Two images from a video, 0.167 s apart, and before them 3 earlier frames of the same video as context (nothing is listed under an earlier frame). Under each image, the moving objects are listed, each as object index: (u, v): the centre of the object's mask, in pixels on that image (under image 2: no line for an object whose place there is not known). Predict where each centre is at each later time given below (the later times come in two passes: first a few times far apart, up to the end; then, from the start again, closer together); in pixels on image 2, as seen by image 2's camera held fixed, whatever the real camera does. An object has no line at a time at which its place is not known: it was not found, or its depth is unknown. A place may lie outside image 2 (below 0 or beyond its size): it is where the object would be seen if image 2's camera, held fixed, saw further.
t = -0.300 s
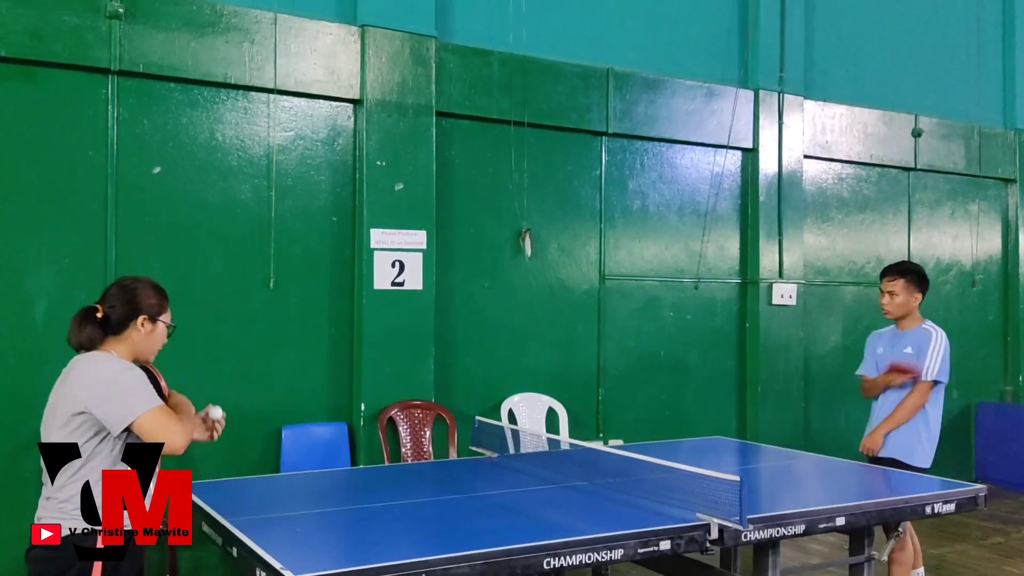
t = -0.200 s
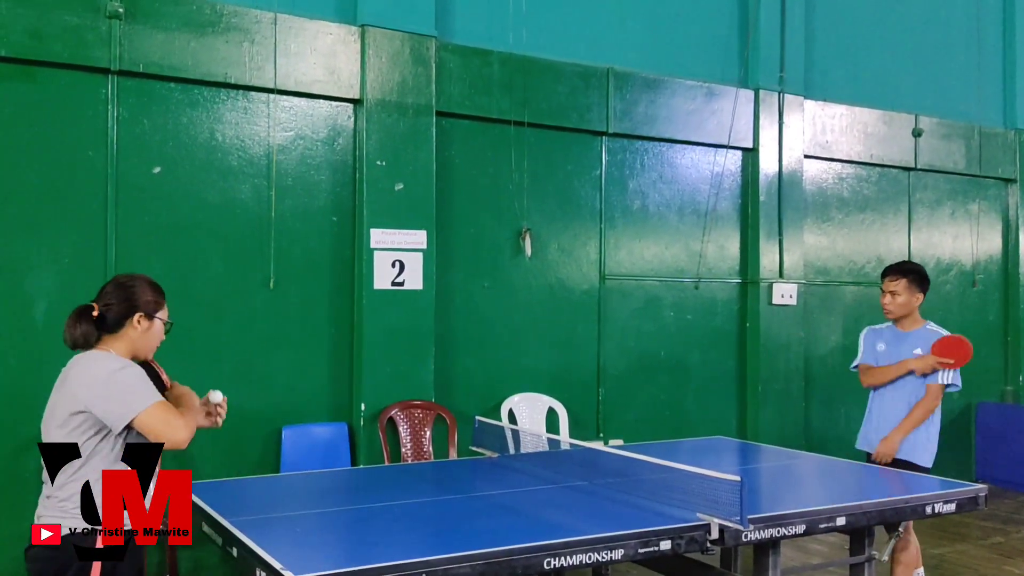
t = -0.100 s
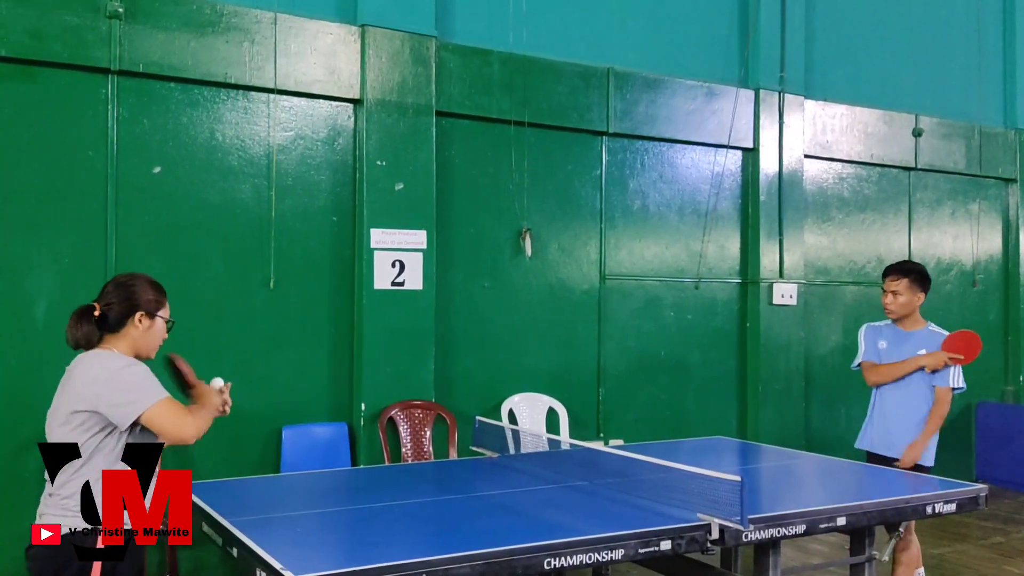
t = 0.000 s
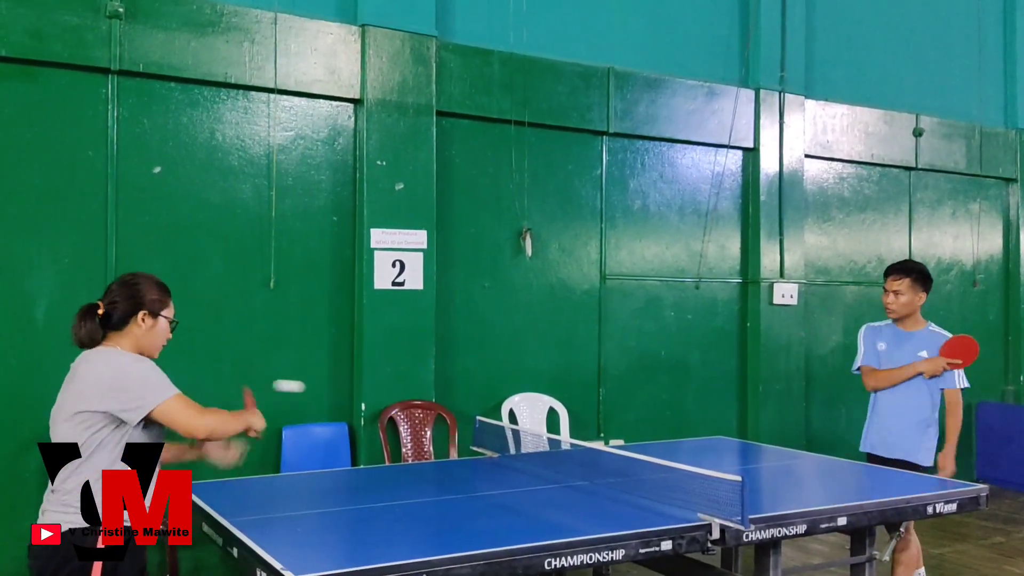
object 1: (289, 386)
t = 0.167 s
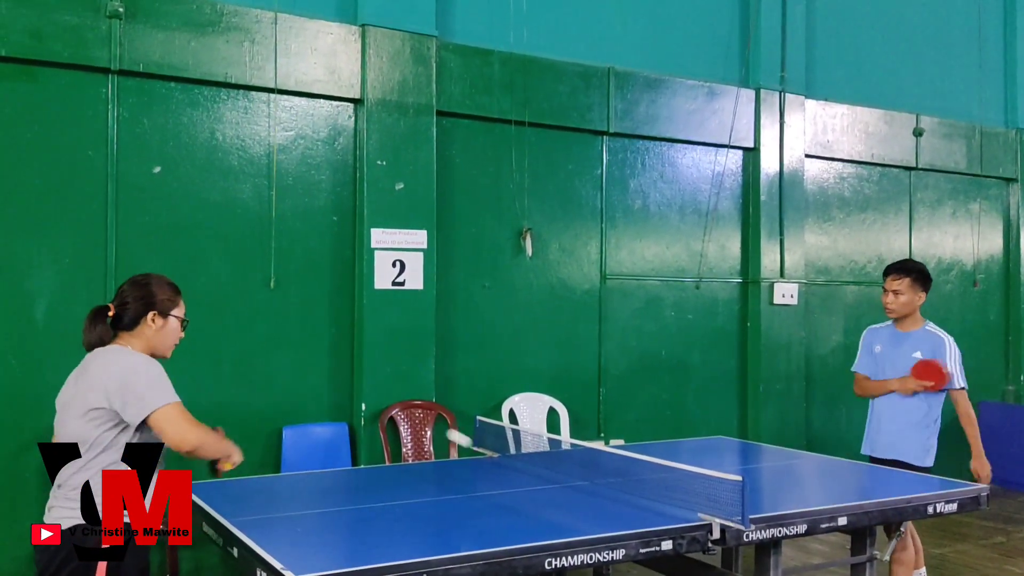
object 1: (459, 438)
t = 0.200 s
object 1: (488, 455)
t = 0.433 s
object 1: (626, 401)
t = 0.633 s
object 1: (714, 409)
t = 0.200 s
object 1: (488, 455)
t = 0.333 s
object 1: (578, 432)
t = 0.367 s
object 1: (594, 420)
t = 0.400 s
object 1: (610, 409)
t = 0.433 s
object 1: (626, 401)
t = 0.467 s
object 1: (642, 396)
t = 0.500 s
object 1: (657, 394)
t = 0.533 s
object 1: (671, 394)
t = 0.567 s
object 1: (686, 397)
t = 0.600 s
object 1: (700, 402)
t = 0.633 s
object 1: (714, 409)
